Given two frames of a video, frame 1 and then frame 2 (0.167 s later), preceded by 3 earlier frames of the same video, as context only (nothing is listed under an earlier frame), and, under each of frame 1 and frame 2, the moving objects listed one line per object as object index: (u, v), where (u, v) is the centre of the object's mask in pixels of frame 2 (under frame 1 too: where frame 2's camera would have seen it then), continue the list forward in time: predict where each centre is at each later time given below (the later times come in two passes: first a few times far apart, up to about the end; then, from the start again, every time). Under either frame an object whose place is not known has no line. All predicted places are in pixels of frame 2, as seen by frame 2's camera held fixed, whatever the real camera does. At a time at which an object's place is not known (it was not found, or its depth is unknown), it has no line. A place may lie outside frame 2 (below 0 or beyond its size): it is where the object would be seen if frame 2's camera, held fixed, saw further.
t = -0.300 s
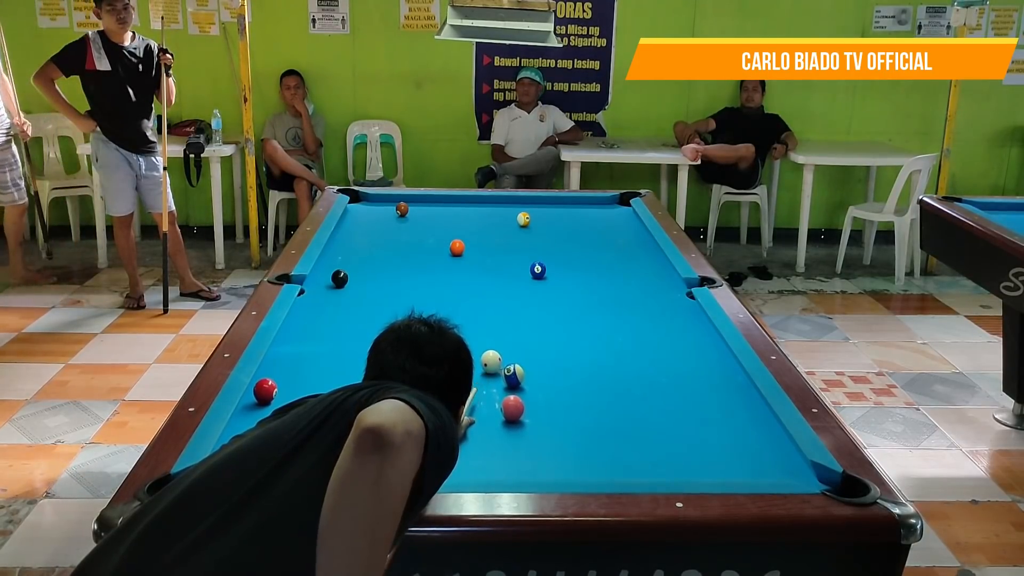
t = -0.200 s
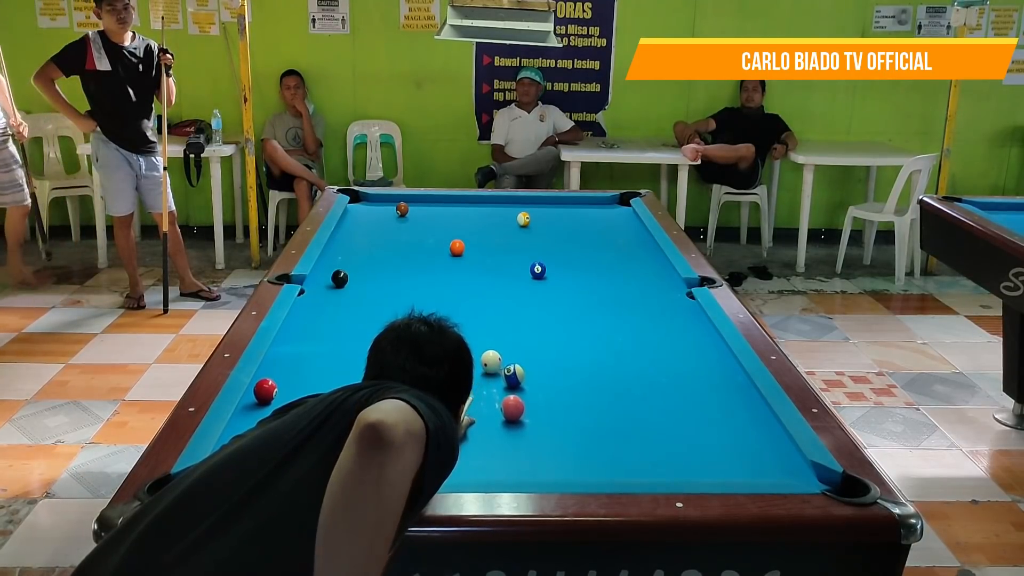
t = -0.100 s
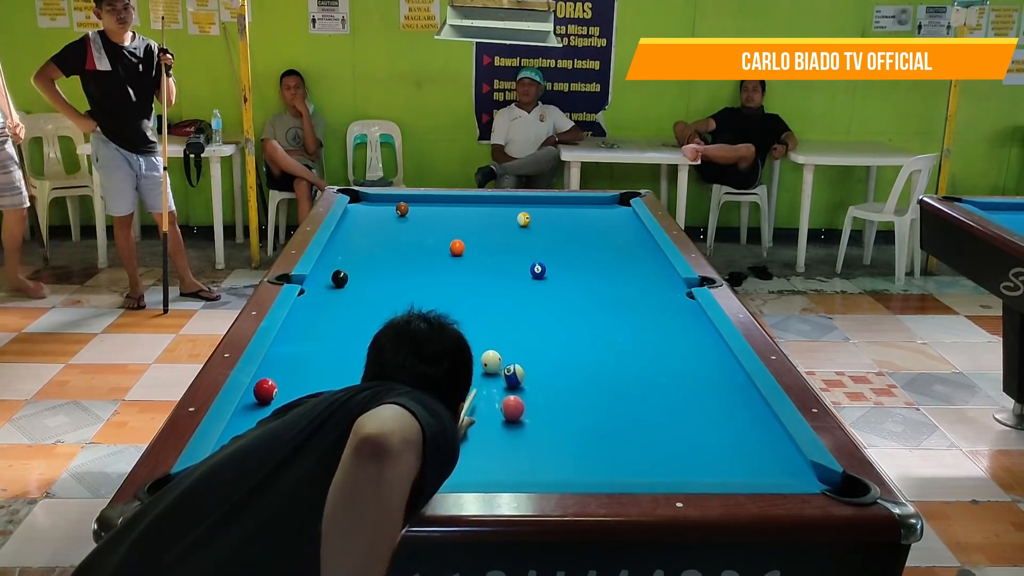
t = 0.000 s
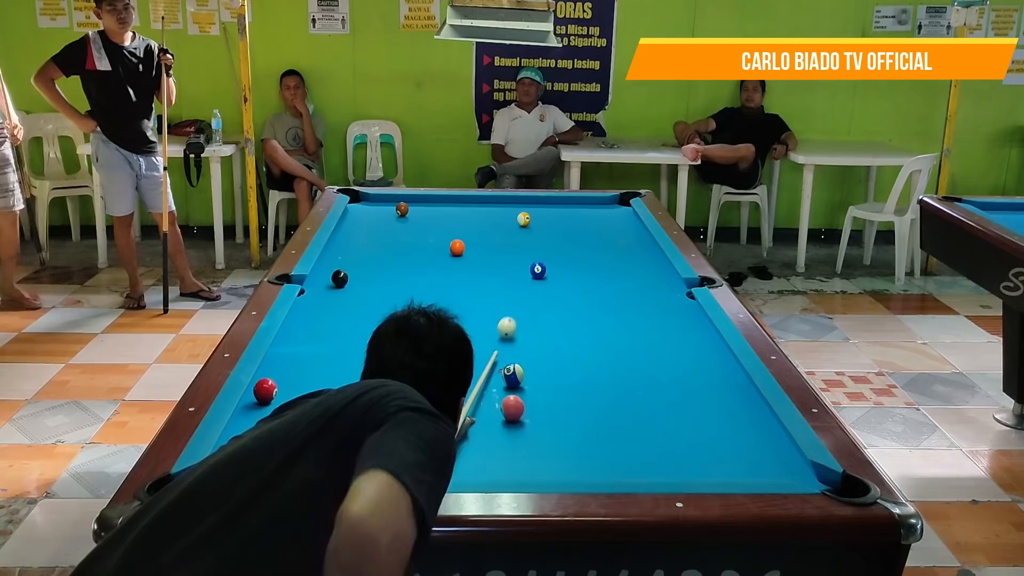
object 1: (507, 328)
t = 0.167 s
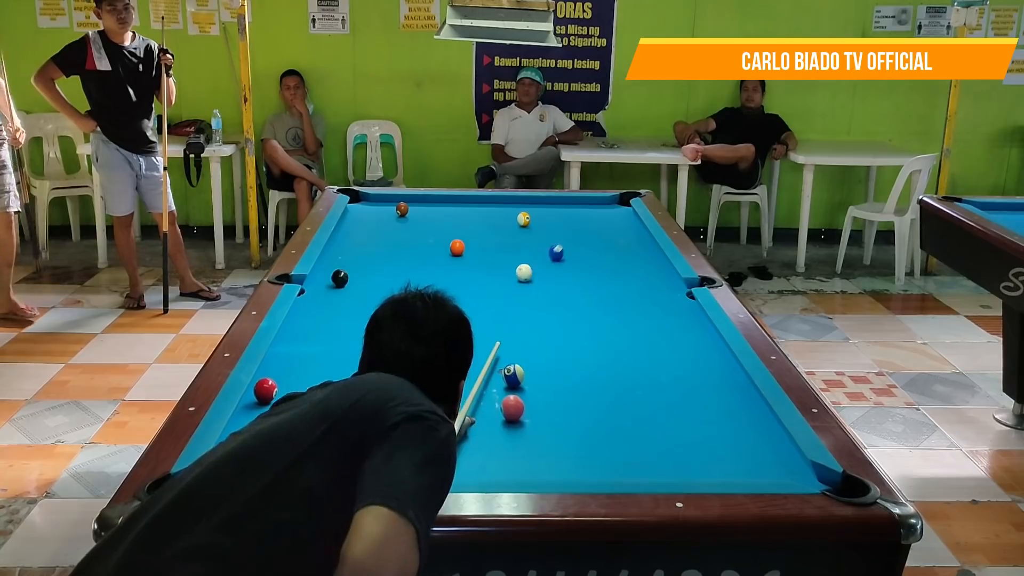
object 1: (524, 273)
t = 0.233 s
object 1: (514, 272)
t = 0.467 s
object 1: (483, 268)
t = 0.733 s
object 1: (450, 265)
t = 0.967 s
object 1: (422, 262)
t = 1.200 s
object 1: (395, 259)
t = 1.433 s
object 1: (373, 257)
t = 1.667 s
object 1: (350, 255)
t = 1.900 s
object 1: (329, 253)
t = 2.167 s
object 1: (338, 253)
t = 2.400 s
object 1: (343, 253)
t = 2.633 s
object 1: (355, 255)
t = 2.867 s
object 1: (362, 255)
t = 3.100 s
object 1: (367, 255)
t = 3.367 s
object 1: (371, 256)
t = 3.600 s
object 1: (374, 256)
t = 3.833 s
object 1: (376, 256)
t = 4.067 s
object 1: (376, 256)
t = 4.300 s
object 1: (376, 256)
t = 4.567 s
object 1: (376, 256)
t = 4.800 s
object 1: (376, 256)
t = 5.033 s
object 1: (376, 256)
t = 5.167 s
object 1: (376, 256)
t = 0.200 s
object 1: (519, 272)
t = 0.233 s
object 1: (514, 272)
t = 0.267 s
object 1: (510, 271)
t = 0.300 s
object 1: (505, 271)
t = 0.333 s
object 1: (500, 270)
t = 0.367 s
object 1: (496, 270)
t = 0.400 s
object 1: (492, 269)
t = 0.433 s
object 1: (488, 269)
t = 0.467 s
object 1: (483, 268)
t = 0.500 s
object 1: (479, 268)
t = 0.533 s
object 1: (475, 267)
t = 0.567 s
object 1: (471, 267)
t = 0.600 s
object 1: (466, 267)
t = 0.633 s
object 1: (462, 266)
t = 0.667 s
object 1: (458, 266)
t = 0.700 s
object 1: (454, 265)
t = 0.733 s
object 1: (450, 265)
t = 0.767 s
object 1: (446, 265)
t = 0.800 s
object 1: (442, 264)
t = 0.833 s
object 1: (438, 264)
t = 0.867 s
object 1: (434, 263)
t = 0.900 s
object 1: (430, 263)
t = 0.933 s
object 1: (426, 262)
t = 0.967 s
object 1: (422, 262)
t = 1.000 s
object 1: (419, 262)
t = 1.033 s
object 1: (414, 261)
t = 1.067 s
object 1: (411, 261)
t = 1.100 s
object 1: (407, 260)
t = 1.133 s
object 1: (403, 260)
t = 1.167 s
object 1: (399, 260)
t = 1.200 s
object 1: (395, 259)
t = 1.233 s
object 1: (392, 259)
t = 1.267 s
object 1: (389, 258)
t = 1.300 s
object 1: (386, 258)
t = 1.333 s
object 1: (383, 258)
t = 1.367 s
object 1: (379, 257)
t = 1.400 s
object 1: (376, 257)
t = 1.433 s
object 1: (373, 257)
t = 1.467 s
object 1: (370, 256)
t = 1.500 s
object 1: (366, 256)
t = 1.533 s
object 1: (363, 256)
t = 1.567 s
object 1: (360, 256)
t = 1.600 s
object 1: (357, 255)
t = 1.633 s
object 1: (353, 255)
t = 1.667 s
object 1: (350, 255)
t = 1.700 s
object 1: (347, 254)
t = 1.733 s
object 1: (344, 254)
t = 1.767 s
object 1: (341, 254)
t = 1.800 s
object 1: (338, 253)
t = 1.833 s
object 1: (335, 253)
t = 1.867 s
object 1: (332, 253)
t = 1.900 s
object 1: (329, 253)
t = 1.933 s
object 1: (330, 253)
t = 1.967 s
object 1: (332, 253)
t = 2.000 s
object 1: (333, 253)
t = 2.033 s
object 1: (334, 253)
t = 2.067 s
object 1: (336, 253)
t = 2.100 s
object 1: (337, 253)
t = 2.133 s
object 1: (338, 253)
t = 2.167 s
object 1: (338, 253)
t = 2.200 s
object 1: (338, 253)
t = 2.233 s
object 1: (338, 254)
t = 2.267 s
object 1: (339, 254)
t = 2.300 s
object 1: (349, 253)
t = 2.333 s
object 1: (350, 253)
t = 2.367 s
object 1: (352, 253)
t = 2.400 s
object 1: (343, 253)
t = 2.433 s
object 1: (345, 254)
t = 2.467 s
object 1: (348, 254)
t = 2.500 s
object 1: (350, 254)
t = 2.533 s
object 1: (352, 254)
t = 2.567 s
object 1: (353, 254)
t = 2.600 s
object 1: (354, 255)
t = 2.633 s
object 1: (355, 255)
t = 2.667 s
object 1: (356, 255)
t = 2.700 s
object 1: (357, 255)
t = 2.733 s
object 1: (358, 255)
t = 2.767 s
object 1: (359, 255)
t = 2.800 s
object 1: (360, 255)
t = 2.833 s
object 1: (361, 255)
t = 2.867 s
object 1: (362, 255)
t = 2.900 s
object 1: (363, 255)
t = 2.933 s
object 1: (363, 255)
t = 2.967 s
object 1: (364, 255)
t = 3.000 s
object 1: (365, 255)
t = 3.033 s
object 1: (366, 255)
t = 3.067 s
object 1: (366, 255)
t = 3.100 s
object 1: (367, 255)
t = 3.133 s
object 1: (367, 255)
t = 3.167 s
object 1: (368, 255)
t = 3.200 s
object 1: (369, 255)
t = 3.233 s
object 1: (369, 256)
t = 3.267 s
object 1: (370, 256)
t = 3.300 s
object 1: (370, 256)
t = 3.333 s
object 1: (371, 256)
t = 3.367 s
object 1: (371, 256)
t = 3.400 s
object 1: (371, 256)
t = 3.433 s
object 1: (370, 256)
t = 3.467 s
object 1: (369, 256)
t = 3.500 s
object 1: (378, 256)
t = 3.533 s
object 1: (376, 256)
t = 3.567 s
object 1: (374, 256)
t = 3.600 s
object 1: (374, 256)
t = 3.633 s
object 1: (374, 256)
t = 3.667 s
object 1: (374, 256)
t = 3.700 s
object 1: (375, 256)
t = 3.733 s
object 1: (375, 256)
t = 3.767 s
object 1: (375, 256)
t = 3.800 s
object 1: (375, 256)
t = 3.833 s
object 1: (376, 256)
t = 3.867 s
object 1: (376, 256)
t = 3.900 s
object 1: (376, 256)
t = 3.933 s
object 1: (376, 256)
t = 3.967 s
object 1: (376, 256)
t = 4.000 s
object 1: (376, 256)
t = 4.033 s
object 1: (376, 256)
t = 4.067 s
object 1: (376, 256)
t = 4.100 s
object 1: (376, 256)
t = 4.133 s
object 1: (376, 256)
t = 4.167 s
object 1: (376, 256)
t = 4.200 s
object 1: (376, 256)
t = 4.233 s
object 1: (376, 256)
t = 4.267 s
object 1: (376, 256)
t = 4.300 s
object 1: (376, 256)
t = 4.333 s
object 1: (376, 256)
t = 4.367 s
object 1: (376, 256)
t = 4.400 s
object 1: (376, 256)
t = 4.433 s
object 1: (376, 256)
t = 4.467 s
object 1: (376, 256)
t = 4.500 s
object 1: (376, 256)
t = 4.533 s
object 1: (376, 256)
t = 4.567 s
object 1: (376, 256)
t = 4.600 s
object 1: (376, 256)
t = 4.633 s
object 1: (376, 256)
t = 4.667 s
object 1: (376, 256)
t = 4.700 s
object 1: (376, 256)
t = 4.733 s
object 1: (376, 256)
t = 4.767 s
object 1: (376, 256)
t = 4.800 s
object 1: (376, 256)
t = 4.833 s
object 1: (376, 256)
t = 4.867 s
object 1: (376, 256)
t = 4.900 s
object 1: (376, 256)
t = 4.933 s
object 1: (376, 256)
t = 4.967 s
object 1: (376, 256)
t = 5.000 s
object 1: (376, 256)
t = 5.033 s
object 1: (376, 256)
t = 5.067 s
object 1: (376, 256)
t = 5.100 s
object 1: (376, 256)
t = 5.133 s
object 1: (376, 256)
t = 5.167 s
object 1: (376, 256)
